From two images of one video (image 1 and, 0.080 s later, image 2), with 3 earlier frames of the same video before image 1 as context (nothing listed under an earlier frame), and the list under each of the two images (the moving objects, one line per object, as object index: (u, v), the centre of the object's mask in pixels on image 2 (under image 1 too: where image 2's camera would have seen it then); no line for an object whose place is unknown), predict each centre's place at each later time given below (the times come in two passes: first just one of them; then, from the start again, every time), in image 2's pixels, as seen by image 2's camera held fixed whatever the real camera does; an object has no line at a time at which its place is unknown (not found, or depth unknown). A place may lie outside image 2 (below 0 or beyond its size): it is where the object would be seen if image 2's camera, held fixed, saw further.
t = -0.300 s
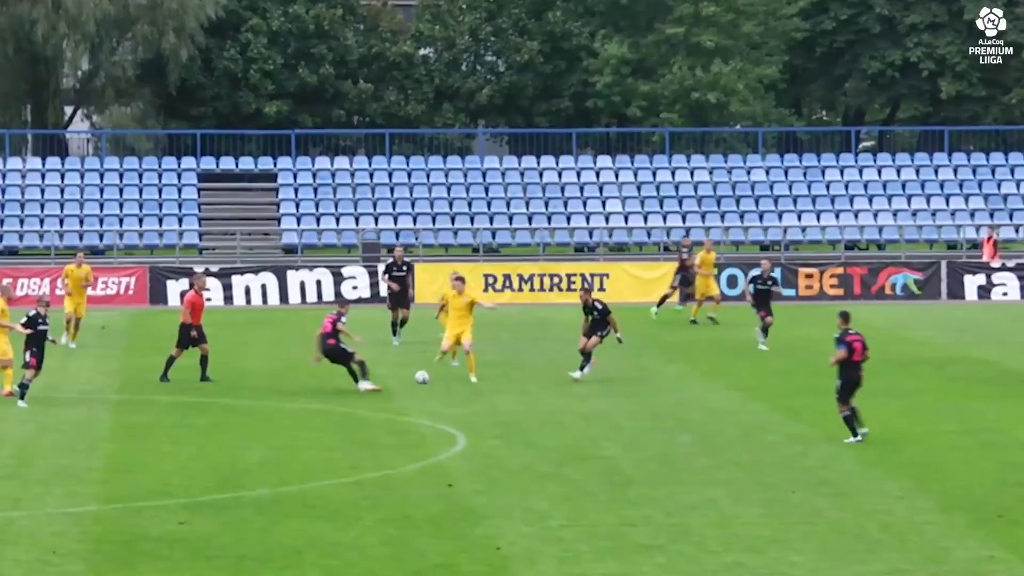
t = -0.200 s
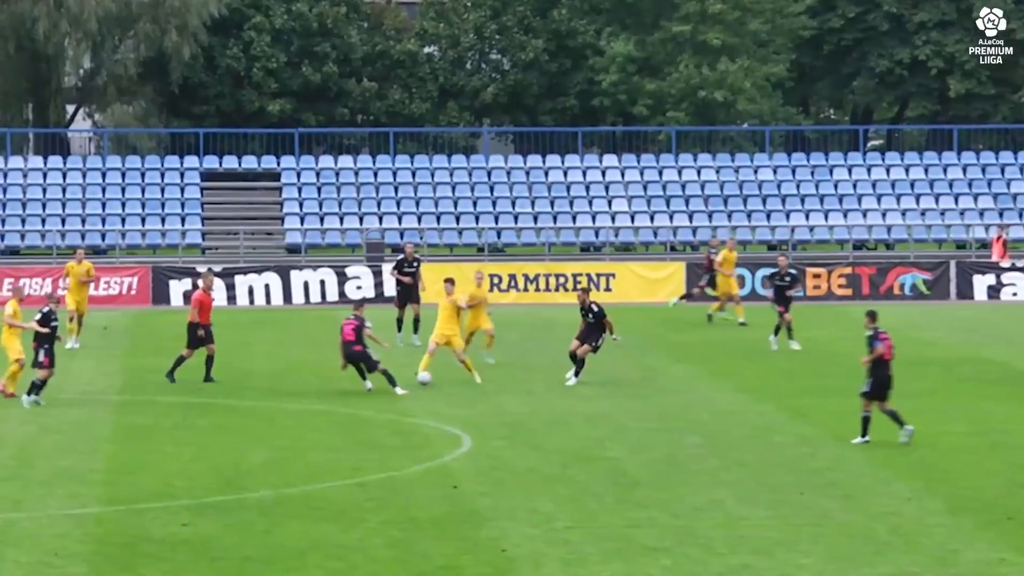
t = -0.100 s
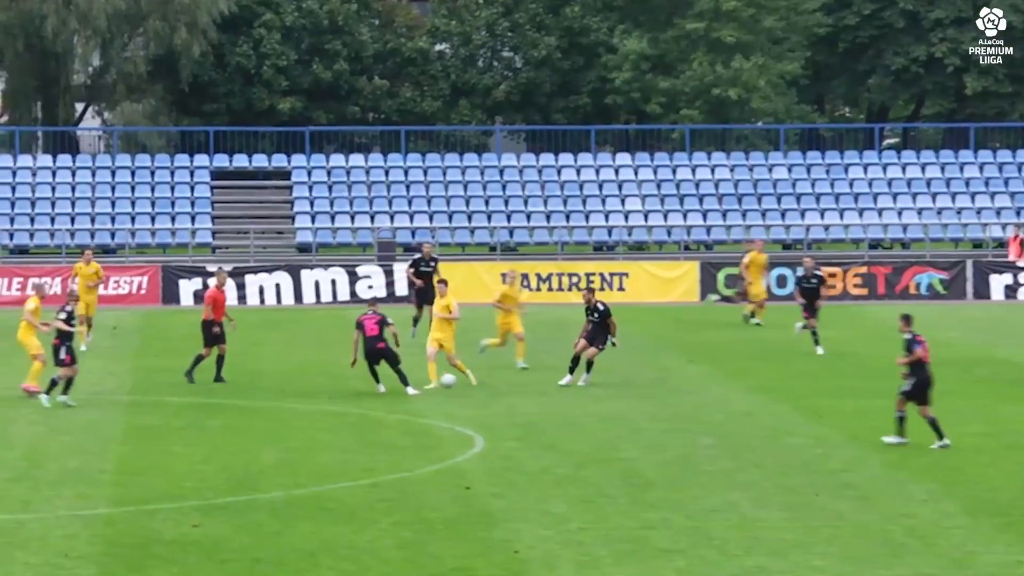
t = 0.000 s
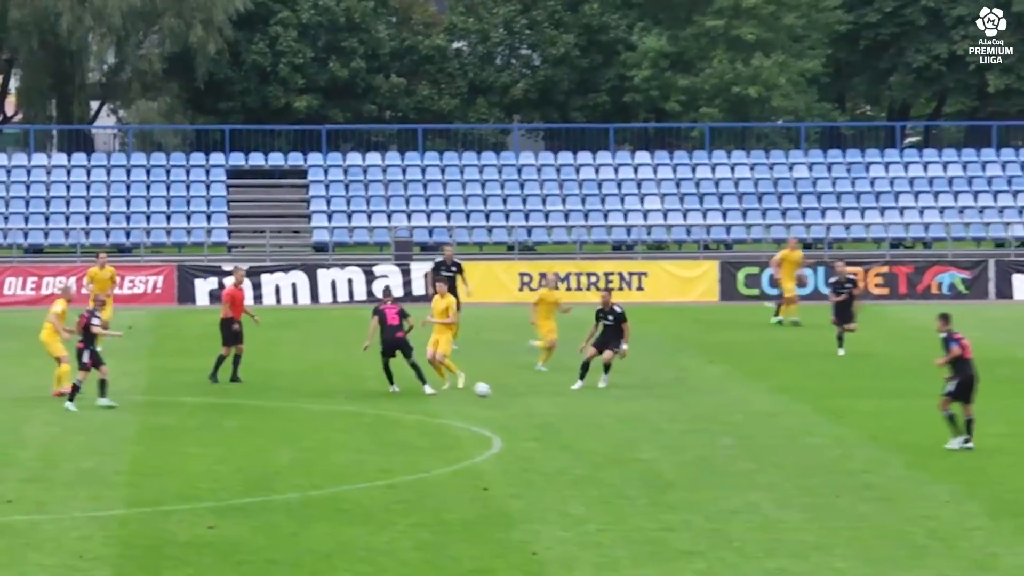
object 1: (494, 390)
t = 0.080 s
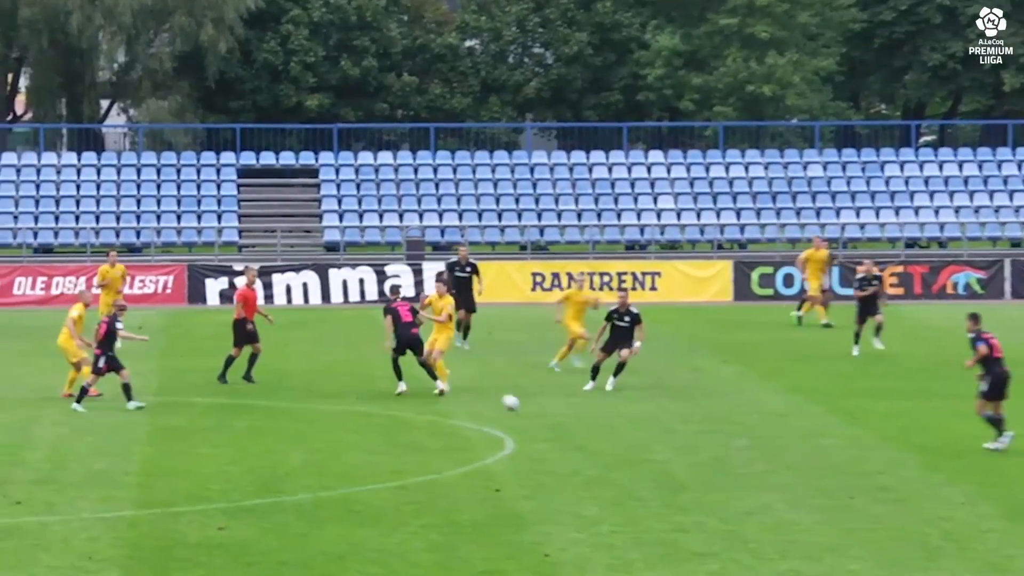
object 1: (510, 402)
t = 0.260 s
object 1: (548, 415)
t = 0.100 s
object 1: (515, 407)
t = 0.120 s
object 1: (520, 411)
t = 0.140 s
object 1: (525, 413)
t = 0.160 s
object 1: (528, 414)
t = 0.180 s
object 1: (531, 413)
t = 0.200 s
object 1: (535, 413)
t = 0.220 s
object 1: (539, 413)
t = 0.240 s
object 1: (544, 414)
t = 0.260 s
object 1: (548, 415)
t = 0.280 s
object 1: (552, 416)
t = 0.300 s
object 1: (556, 418)
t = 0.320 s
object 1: (561, 420)
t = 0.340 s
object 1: (565, 422)
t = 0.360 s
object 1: (570, 426)
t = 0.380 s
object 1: (574, 429)
